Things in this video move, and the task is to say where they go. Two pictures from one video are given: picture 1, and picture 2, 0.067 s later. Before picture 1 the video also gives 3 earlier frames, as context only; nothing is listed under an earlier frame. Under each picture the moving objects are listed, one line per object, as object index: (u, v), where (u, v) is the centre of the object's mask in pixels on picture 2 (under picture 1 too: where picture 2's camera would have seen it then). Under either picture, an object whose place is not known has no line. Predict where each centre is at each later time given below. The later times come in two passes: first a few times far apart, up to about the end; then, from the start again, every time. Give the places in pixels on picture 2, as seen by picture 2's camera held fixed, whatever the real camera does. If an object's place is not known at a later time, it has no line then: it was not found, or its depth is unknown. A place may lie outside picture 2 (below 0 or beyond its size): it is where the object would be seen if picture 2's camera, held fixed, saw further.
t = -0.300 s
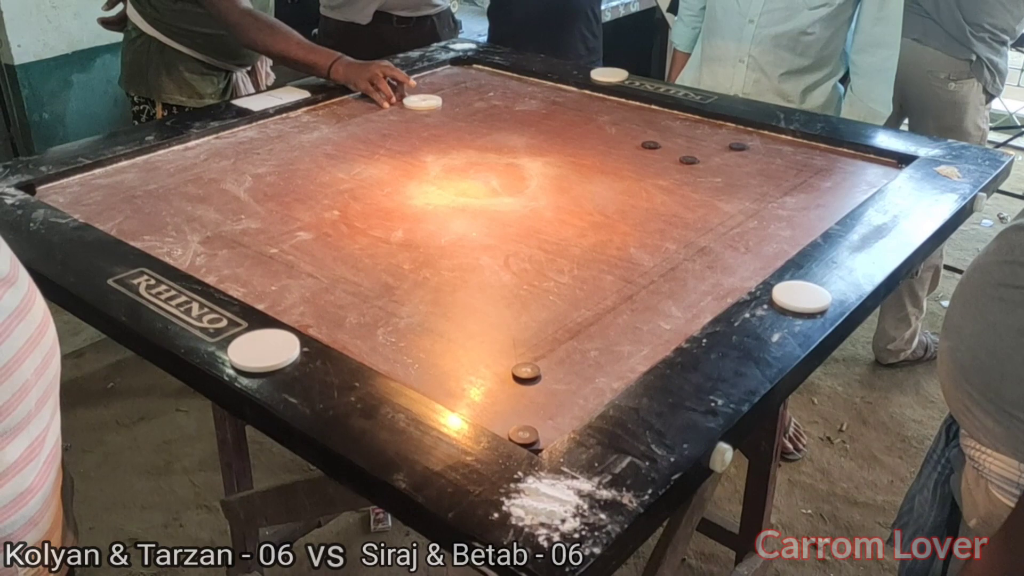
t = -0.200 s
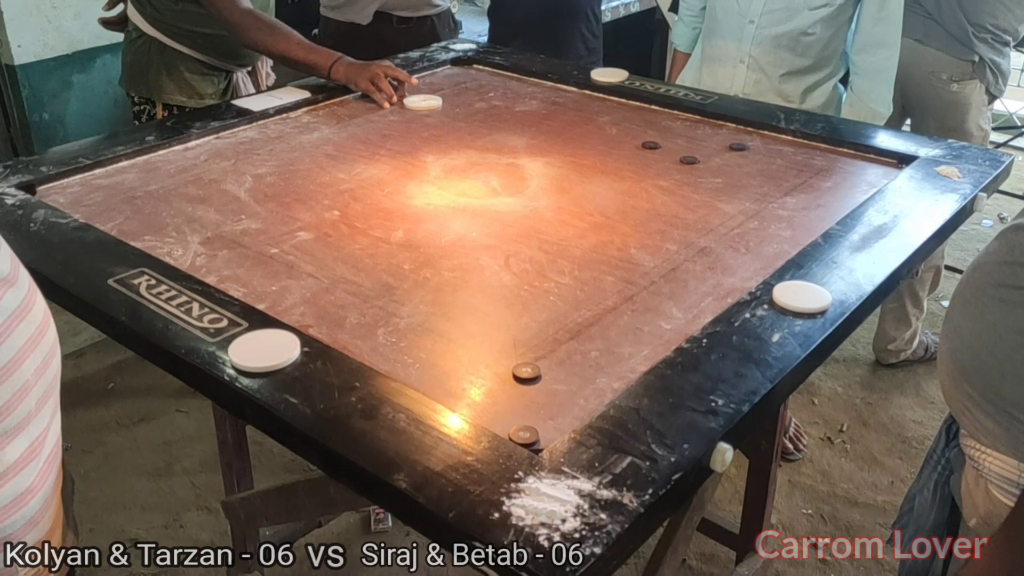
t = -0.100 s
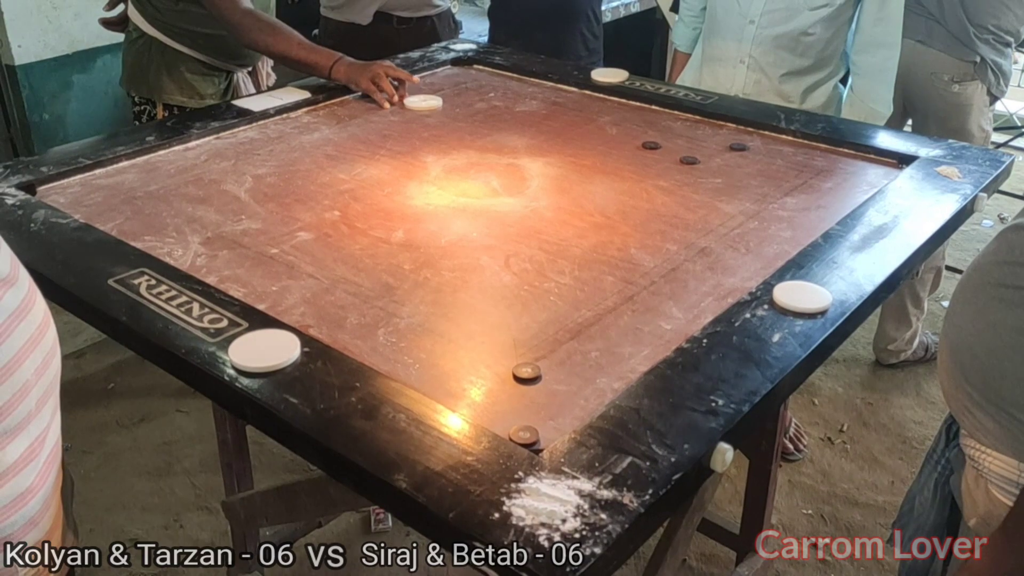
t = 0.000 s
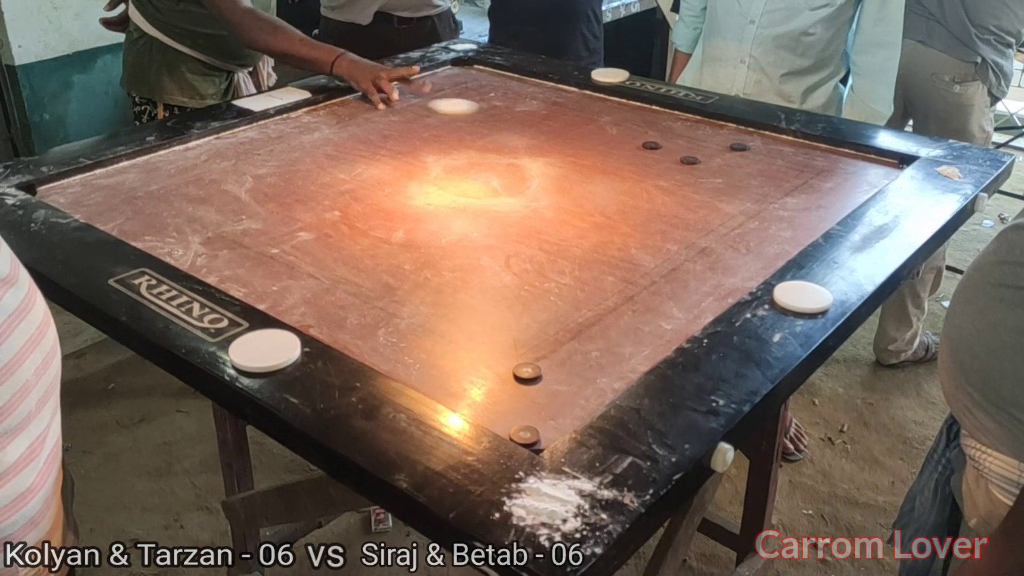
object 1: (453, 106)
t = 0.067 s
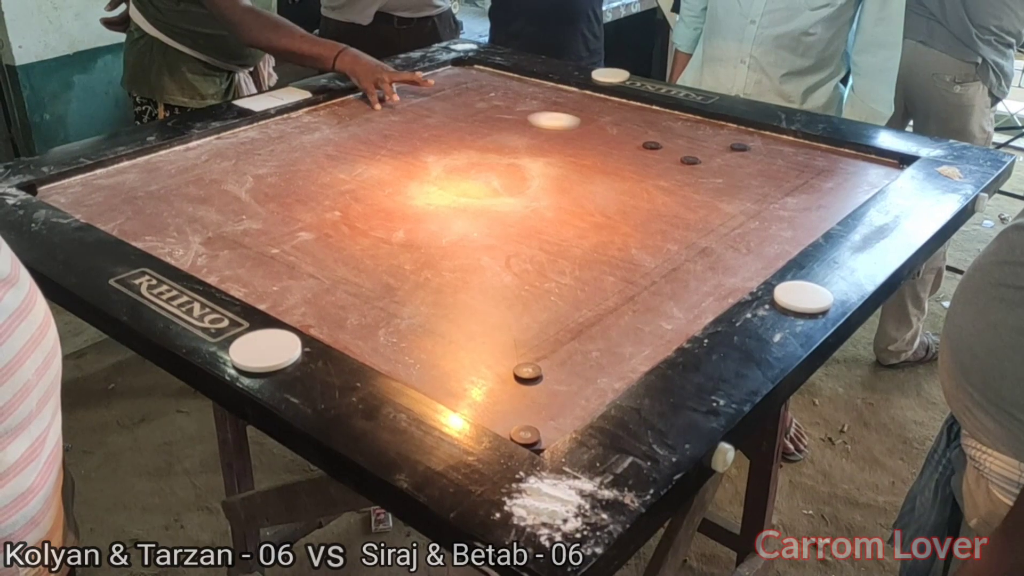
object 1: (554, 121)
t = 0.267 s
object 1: (862, 165)
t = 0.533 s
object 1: (654, 125)
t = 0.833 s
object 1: (468, 91)
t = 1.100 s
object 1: (444, 96)
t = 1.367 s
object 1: (478, 113)
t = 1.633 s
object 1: (492, 118)
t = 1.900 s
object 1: (492, 119)
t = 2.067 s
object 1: (492, 119)
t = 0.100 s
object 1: (606, 128)
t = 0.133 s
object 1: (662, 136)
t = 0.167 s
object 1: (718, 144)
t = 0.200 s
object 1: (764, 150)
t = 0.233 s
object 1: (812, 157)
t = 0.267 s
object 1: (862, 165)
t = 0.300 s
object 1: (867, 163)
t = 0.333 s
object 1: (832, 155)
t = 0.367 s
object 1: (800, 149)
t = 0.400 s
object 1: (767, 144)
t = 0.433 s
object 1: (736, 139)
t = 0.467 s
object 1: (708, 134)
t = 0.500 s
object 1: (680, 129)
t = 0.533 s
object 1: (654, 125)
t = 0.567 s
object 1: (629, 121)
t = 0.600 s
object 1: (605, 116)
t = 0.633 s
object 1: (583, 113)
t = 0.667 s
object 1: (562, 109)
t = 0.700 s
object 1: (542, 105)
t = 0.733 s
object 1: (522, 101)
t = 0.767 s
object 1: (503, 98)
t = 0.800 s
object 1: (485, 95)
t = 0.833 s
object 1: (468, 91)
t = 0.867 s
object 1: (452, 88)
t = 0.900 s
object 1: (437, 86)
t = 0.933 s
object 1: (423, 84)
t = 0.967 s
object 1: (421, 84)
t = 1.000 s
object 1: (427, 87)
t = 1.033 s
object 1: (433, 90)
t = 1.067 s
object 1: (439, 93)
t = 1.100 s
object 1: (444, 96)
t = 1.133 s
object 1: (449, 98)
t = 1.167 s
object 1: (454, 101)
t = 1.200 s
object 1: (458, 103)
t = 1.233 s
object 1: (463, 106)
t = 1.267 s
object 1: (467, 107)
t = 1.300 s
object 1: (471, 109)
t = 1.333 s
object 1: (475, 111)
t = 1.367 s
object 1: (478, 113)
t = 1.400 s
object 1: (481, 114)
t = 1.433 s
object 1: (484, 115)
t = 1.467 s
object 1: (487, 116)
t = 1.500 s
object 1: (489, 118)
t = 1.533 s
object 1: (490, 118)
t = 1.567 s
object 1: (491, 118)
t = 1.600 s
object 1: (492, 118)
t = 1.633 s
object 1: (492, 118)
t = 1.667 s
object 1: (492, 118)
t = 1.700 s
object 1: (492, 119)
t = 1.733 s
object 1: (492, 118)
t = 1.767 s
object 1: (492, 118)
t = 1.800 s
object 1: (492, 118)
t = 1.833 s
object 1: (492, 118)
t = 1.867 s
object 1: (492, 118)
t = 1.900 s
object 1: (492, 119)
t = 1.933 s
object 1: (492, 118)
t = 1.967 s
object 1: (492, 118)
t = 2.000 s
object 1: (492, 118)
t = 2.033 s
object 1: (492, 119)
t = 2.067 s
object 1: (492, 119)
